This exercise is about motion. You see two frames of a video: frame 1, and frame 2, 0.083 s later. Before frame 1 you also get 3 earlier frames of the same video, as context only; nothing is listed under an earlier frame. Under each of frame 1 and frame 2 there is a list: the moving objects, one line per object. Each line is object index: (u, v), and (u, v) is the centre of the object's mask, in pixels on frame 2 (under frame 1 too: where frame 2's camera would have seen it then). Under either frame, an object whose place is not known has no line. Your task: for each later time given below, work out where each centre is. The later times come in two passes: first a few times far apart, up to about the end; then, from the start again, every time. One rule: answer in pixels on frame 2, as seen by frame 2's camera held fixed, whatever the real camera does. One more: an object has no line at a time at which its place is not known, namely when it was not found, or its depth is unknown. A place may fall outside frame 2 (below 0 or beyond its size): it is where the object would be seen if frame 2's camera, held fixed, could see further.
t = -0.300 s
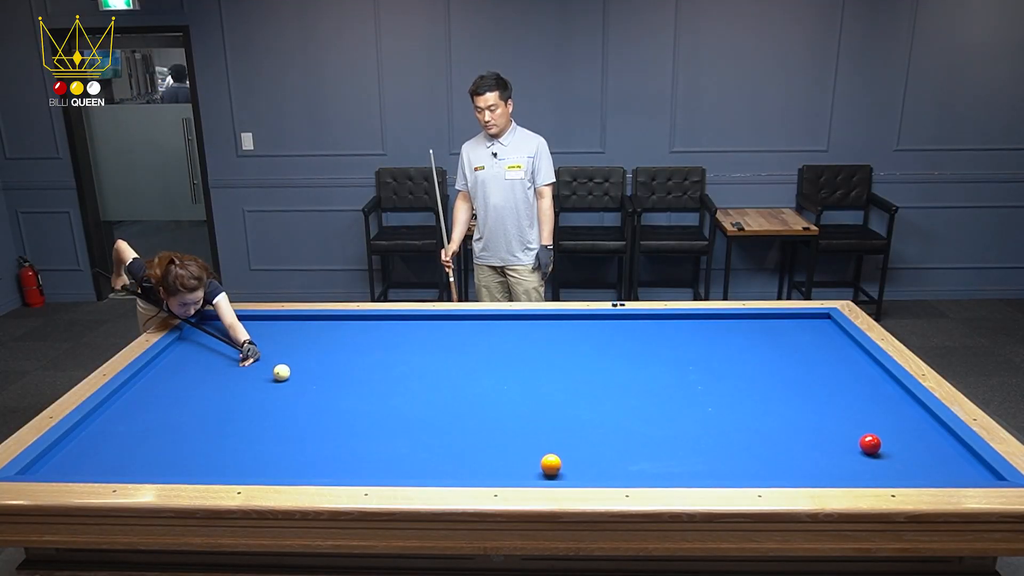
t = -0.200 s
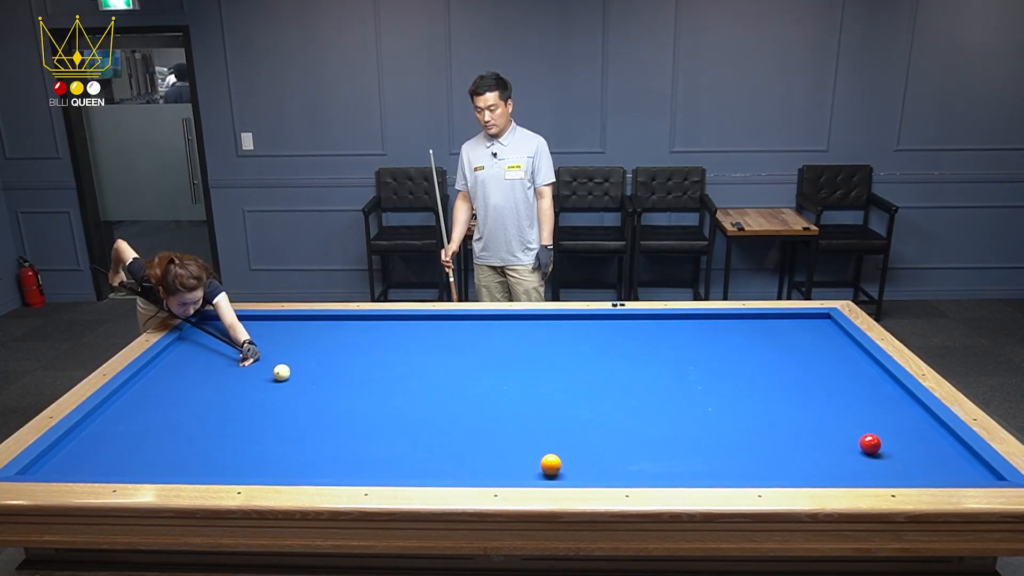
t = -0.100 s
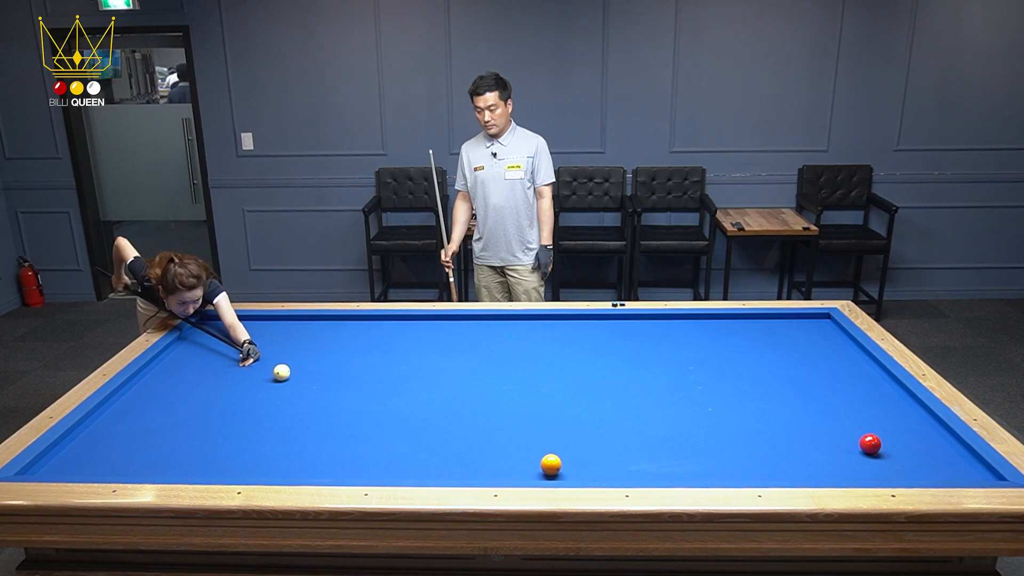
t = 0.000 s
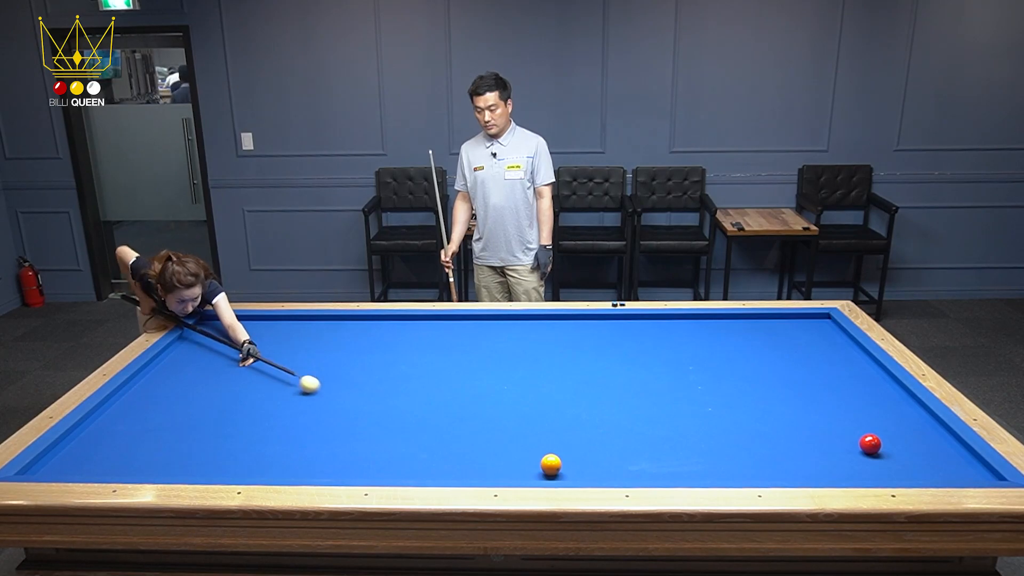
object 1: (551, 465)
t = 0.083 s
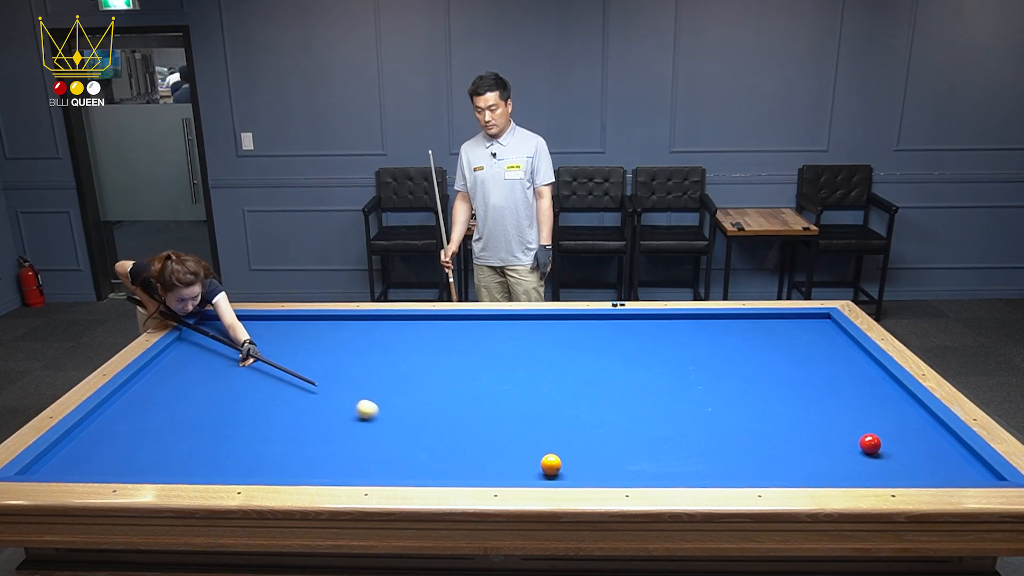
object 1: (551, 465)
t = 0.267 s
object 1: (551, 465)
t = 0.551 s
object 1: (680, 393)
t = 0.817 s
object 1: (758, 350)
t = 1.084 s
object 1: (815, 318)
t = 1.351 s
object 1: (808, 336)
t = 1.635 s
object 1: (786, 356)
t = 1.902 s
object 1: (763, 377)
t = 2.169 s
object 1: (738, 400)
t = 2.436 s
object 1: (708, 426)
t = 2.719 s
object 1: (673, 457)
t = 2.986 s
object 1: (628, 469)
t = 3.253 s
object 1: (573, 451)
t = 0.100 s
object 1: (551, 465)
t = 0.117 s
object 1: (551, 465)
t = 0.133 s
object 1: (551, 465)
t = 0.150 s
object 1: (551, 465)
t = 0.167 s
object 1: (551, 465)
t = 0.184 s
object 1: (551, 465)
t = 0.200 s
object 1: (551, 465)
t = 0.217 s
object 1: (551, 465)
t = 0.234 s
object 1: (551, 465)
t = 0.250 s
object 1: (551, 465)
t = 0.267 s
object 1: (551, 465)
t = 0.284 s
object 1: (553, 463)
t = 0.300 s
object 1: (561, 459)
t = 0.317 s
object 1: (571, 453)
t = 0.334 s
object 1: (581, 448)
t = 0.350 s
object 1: (590, 443)
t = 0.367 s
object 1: (599, 438)
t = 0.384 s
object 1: (607, 434)
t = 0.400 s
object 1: (616, 429)
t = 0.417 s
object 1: (624, 424)
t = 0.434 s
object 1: (632, 420)
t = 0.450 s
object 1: (640, 416)
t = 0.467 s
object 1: (647, 411)
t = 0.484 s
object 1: (654, 408)
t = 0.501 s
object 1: (661, 404)
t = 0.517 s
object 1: (668, 400)
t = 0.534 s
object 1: (674, 396)
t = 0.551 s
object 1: (680, 393)
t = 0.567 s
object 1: (686, 390)
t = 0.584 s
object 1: (692, 386)
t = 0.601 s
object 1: (698, 383)
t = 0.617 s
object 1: (703, 380)
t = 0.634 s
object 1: (709, 377)
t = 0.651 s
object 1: (714, 375)
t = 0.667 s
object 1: (719, 372)
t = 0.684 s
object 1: (724, 369)
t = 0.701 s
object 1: (728, 366)
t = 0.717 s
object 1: (733, 364)
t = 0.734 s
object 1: (737, 361)
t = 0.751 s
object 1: (742, 359)
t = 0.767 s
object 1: (746, 356)
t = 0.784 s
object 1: (750, 354)
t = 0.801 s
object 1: (754, 352)
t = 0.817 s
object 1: (758, 350)
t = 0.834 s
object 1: (762, 347)
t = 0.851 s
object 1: (766, 345)
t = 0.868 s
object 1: (770, 343)
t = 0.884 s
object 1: (773, 341)
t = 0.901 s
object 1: (777, 339)
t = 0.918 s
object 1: (781, 337)
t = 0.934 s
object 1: (784, 335)
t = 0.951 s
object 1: (788, 333)
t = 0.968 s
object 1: (791, 331)
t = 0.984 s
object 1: (795, 329)
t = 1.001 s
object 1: (798, 327)
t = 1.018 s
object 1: (802, 325)
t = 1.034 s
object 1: (805, 323)
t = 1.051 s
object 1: (808, 321)
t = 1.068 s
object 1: (812, 320)
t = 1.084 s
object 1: (815, 318)
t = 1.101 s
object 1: (818, 316)
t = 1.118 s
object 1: (823, 317)
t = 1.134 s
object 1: (827, 318)
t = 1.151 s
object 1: (825, 320)
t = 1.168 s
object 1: (824, 321)
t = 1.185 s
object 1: (822, 323)
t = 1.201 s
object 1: (820, 324)
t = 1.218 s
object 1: (819, 325)
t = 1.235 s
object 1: (818, 327)
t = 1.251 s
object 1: (816, 328)
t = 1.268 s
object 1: (815, 330)
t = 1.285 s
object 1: (813, 331)
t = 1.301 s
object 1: (812, 332)
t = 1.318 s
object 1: (811, 333)
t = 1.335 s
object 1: (809, 334)
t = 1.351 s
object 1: (808, 336)
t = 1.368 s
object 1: (807, 337)
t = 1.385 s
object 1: (806, 338)
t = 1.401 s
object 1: (805, 339)
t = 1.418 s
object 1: (803, 340)
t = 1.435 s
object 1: (802, 341)
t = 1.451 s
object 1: (801, 342)
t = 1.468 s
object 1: (800, 344)
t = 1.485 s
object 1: (798, 345)
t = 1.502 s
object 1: (797, 346)
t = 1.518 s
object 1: (796, 347)
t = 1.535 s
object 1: (794, 348)
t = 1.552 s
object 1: (793, 350)
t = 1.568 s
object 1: (792, 351)
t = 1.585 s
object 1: (790, 352)
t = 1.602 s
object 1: (789, 353)
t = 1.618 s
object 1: (788, 354)
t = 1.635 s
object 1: (786, 356)
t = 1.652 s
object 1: (785, 357)
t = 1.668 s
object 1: (784, 358)
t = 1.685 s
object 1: (782, 359)
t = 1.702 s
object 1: (781, 361)
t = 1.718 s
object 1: (779, 362)
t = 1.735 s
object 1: (778, 363)
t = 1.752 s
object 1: (777, 364)
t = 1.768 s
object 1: (775, 366)
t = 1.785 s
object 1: (773, 367)
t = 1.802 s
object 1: (772, 368)
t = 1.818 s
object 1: (771, 370)
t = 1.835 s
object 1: (769, 371)
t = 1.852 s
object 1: (768, 372)
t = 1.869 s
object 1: (766, 374)
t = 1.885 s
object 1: (765, 375)
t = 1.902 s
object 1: (763, 377)
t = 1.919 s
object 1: (762, 378)
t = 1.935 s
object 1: (760, 379)
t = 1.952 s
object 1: (758, 381)
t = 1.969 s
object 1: (757, 382)
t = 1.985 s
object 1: (756, 384)
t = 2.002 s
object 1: (754, 385)
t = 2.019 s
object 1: (752, 386)
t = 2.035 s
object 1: (751, 388)
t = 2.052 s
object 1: (749, 389)
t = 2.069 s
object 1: (748, 391)
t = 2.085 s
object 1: (746, 392)
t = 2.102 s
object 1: (744, 394)
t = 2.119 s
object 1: (742, 395)
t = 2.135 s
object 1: (741, 397)
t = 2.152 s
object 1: (739, 398)
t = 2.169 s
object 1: (738, 400)
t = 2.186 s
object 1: (736, 402)
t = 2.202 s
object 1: (734, 403)
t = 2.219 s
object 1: (732, 404)
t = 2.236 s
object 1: (731, 406)
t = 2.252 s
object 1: (729, 408)
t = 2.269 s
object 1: (727, 409)
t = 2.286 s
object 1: (725, 411)
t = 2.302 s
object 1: (723, 413)
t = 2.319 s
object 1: (722, 414)
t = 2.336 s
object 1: (720, 416)
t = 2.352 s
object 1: (718, 418)
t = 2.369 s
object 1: (716, 419)
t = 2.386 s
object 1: (714, 421)
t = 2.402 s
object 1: (712, 423)
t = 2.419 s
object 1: (710, 424)
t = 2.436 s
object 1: (708, 426)
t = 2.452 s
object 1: (706, 428)
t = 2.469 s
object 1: (705, 429)
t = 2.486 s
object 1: (702, 431)
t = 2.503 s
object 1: (701, 433)
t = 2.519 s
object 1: (699, 435)
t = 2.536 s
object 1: (697, 437)
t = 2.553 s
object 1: (695, 438)
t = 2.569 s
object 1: (692, 440)
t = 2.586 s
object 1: (690, 442)
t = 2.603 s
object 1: (688, 444)
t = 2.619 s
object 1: (686, 446)
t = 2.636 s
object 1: (684, 448)
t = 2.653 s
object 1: (682, 449)
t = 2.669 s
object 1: (680, 451)
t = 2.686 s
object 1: (678, 453)
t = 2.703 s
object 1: (675, 455)
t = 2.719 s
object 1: (673, 457)
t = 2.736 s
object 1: (671, 459)
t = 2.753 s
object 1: (669, 461)
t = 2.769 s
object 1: (667, 463)
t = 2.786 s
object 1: (664, 465)
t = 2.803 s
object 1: (662, 467)
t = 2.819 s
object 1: (660, 469)
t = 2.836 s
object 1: (657, 470)
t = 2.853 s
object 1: (655, 471)
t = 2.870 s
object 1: (652, 473)
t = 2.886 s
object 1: (650, 474)
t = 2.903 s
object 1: (647, 474)
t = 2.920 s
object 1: (643, 473)
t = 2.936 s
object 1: (639, 472)
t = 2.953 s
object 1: (635, 471)
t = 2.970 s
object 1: (631, 470)
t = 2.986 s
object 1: (628, 469)
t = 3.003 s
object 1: (624, 468)
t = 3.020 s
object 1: (620, 467)
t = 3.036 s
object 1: (617, 466)
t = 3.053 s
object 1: (613, 465)
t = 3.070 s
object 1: (610, 464)
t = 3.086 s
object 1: (606, 463)
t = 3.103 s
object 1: (603, 462)
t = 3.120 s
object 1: (600, 460)
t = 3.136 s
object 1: (596, 459)
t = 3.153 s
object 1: (593, 458)
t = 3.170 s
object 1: (590, 457)
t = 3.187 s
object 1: (586, 456)
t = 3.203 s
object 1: (583, 454)
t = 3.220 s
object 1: (580, 454)
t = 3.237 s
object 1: (576, 452)
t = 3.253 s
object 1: (573, 451)
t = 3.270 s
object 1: (570, 451)
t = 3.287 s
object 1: (567, 449)
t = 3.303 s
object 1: (563, 448)
